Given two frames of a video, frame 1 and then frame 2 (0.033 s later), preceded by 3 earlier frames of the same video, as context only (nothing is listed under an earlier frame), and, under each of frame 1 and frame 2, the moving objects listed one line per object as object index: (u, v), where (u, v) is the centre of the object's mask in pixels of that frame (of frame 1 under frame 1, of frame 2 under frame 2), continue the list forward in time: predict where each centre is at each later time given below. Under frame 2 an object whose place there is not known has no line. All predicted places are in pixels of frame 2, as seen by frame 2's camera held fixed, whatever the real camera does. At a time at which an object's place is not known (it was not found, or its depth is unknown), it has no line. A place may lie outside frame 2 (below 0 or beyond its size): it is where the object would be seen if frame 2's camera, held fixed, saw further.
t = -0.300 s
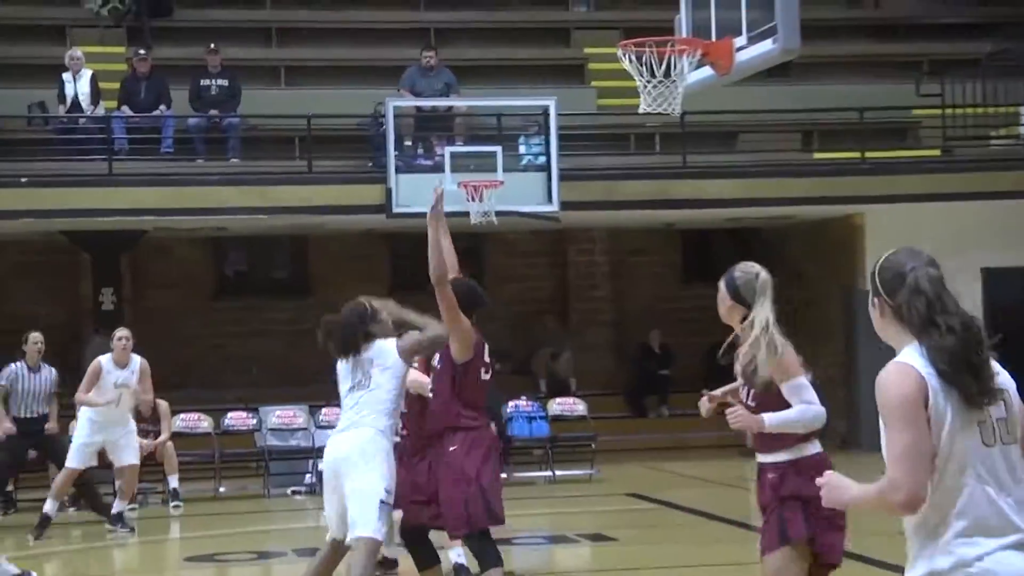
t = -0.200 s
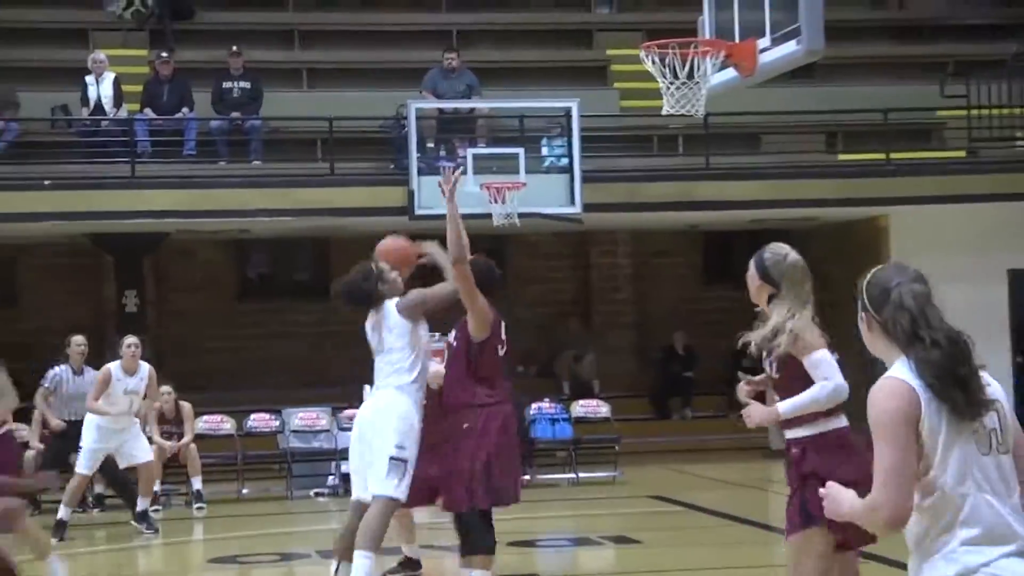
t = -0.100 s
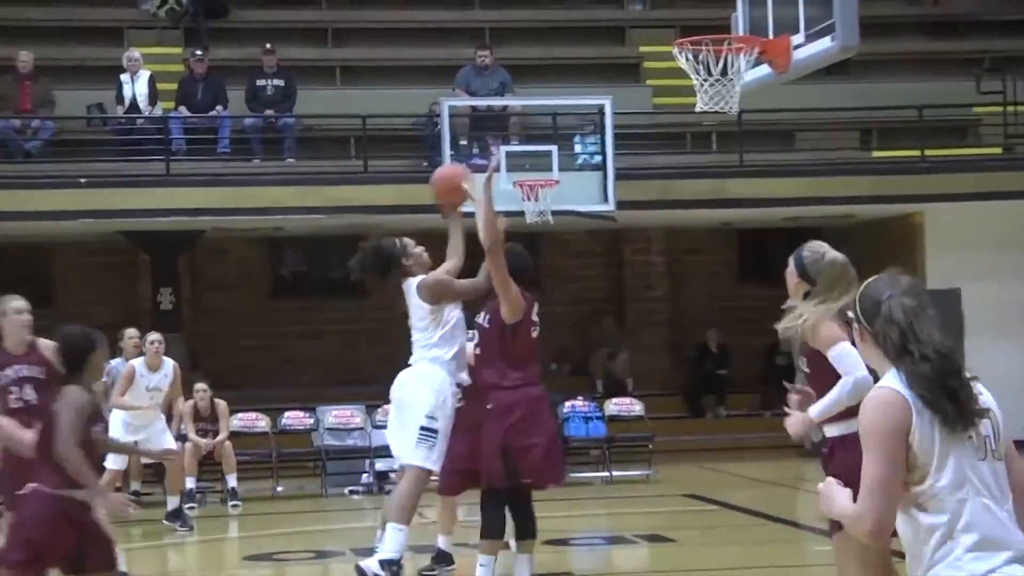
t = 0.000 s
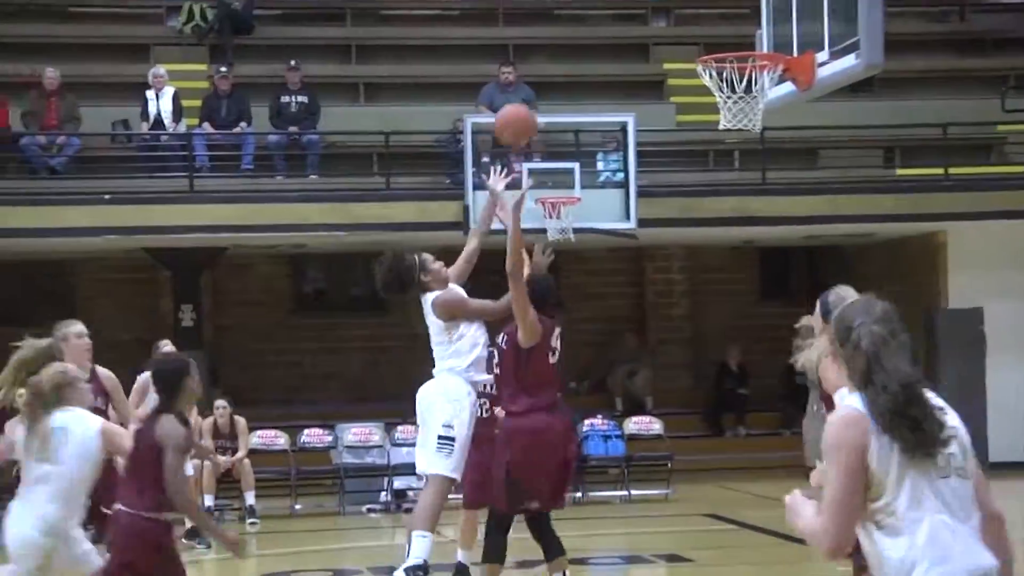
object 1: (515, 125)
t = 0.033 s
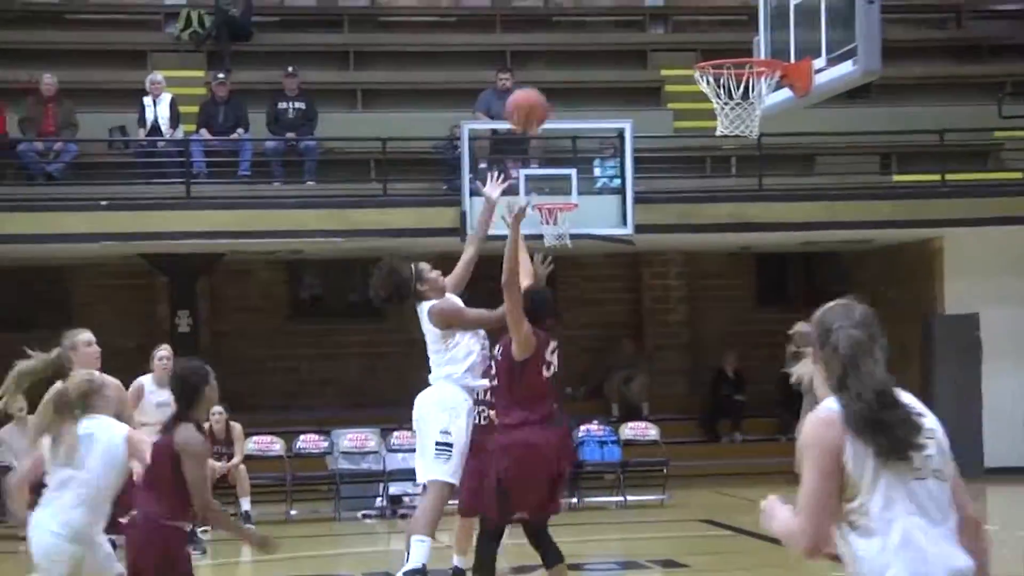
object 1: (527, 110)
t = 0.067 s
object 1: (542, 88)
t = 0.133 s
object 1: (574, 52)
